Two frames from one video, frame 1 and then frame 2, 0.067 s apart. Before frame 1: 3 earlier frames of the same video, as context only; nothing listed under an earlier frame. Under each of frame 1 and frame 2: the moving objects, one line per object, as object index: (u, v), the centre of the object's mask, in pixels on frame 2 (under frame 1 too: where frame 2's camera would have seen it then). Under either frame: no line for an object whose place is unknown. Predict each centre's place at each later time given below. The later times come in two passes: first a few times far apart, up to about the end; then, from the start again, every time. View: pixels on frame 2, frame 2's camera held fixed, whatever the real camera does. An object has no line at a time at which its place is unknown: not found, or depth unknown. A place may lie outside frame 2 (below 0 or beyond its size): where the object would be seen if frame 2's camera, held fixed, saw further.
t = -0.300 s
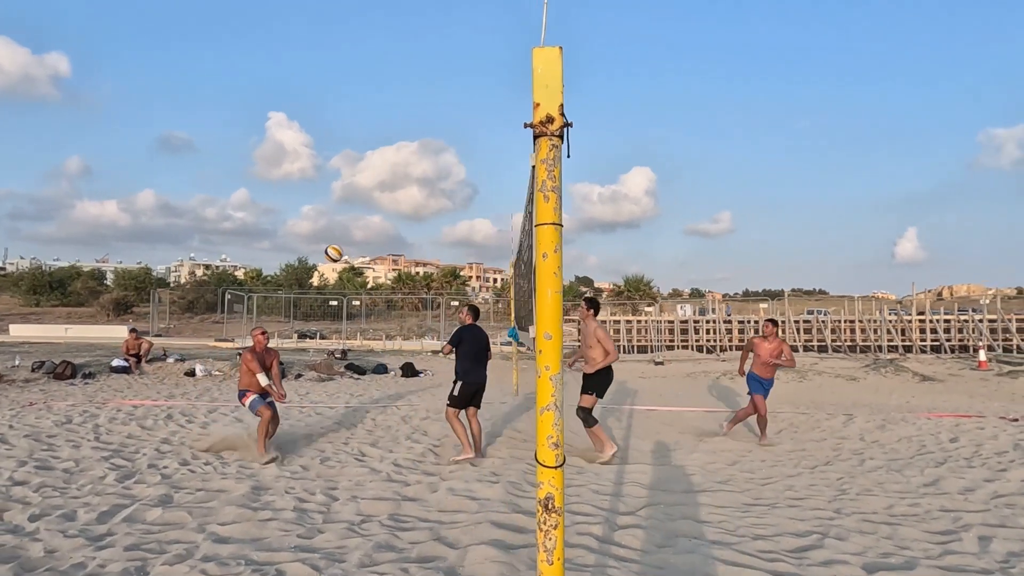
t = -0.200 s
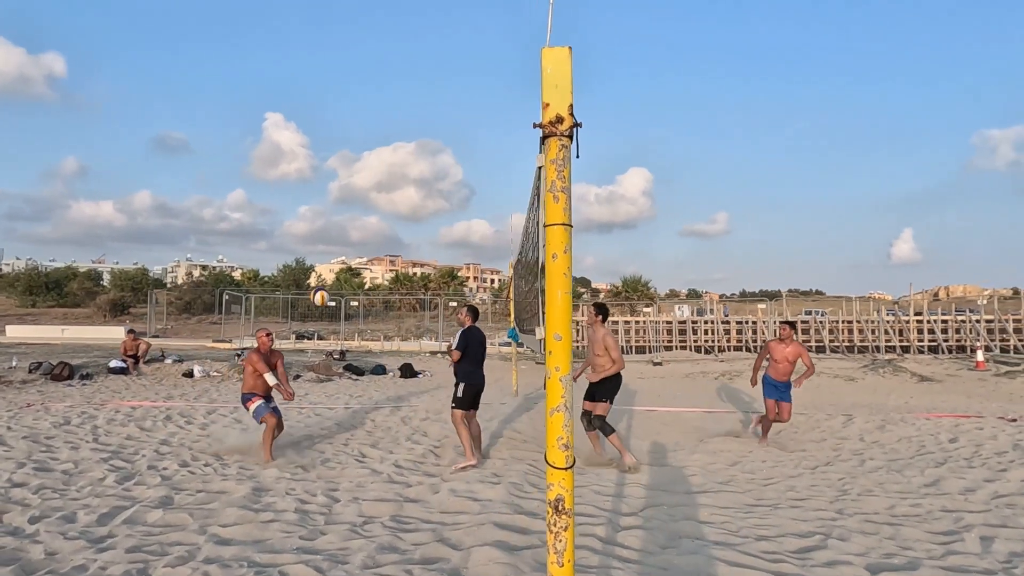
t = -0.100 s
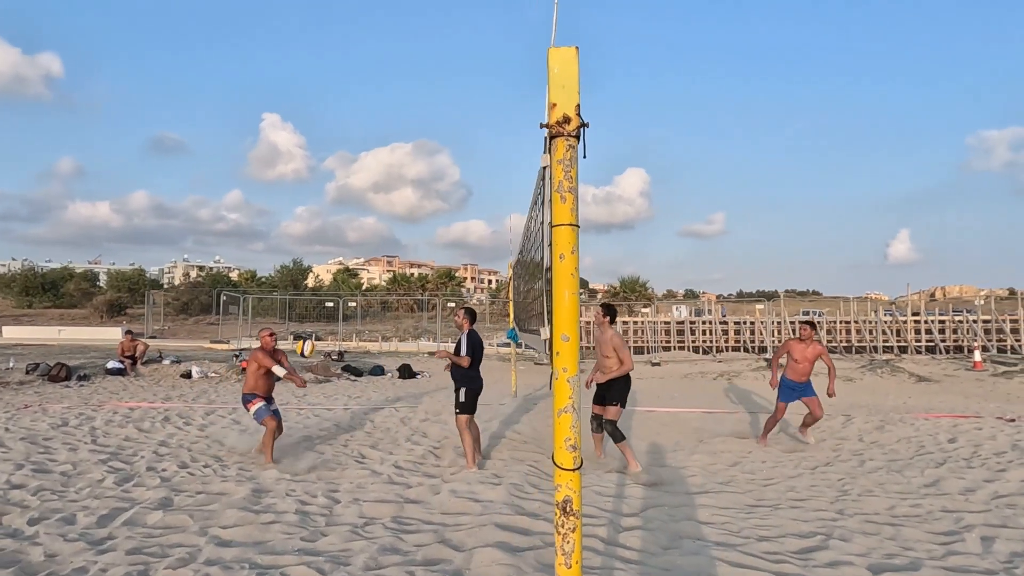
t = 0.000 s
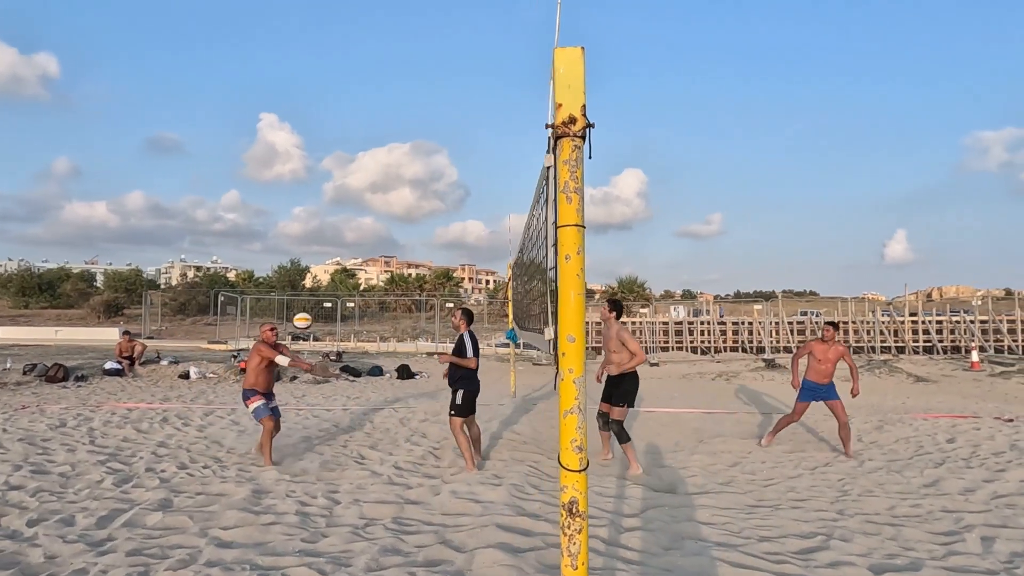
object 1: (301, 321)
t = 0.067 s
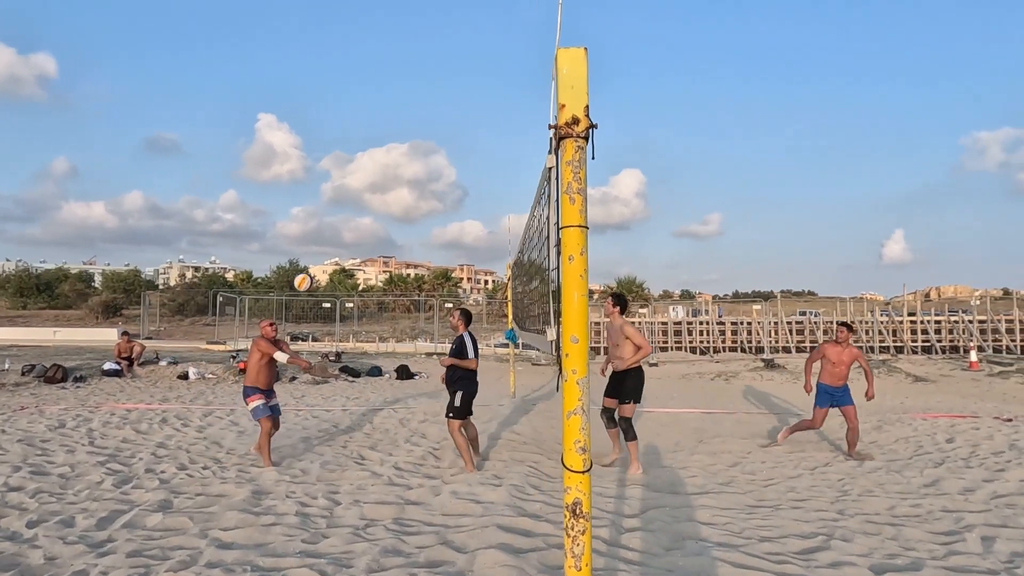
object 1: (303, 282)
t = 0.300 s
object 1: (311, 171)
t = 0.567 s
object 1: (317, 101)
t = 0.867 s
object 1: (322, 101)
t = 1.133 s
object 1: (328, 177)
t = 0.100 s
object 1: (304, 264)
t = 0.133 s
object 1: (306, 246)
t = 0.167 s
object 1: (307, 229)
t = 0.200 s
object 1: (308, 213)
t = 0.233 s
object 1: (309, 198)
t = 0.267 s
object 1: (310, 184)
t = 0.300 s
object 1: (311, 171)
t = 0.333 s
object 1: (312, 159)
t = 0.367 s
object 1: (313, 148)
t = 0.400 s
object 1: (314, 138)
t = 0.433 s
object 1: (314, 128)
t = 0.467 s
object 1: (315, 120)
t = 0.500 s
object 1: (316, 112)
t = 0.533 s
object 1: (316, 106)
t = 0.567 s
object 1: (317, 101)
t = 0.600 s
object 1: (318, 96)
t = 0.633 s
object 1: (318, 93)
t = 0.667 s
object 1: (319, 91)
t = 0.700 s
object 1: (319, 90)
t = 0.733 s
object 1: (320, 90)
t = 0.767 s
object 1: (320, 91)
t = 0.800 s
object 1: (321, 93)
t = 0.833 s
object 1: (321, 96)
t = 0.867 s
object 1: (322, 101)
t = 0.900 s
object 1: (323, 106)
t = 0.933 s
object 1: (323, 113)
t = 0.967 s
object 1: (324, 121)
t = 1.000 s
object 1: (325, 130)
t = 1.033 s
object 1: (325, 140)
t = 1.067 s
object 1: (326, 151)
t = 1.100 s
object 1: (327, 164)
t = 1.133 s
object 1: (328, 177)
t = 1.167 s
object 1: (328, 192)
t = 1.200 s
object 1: (329, 208)
